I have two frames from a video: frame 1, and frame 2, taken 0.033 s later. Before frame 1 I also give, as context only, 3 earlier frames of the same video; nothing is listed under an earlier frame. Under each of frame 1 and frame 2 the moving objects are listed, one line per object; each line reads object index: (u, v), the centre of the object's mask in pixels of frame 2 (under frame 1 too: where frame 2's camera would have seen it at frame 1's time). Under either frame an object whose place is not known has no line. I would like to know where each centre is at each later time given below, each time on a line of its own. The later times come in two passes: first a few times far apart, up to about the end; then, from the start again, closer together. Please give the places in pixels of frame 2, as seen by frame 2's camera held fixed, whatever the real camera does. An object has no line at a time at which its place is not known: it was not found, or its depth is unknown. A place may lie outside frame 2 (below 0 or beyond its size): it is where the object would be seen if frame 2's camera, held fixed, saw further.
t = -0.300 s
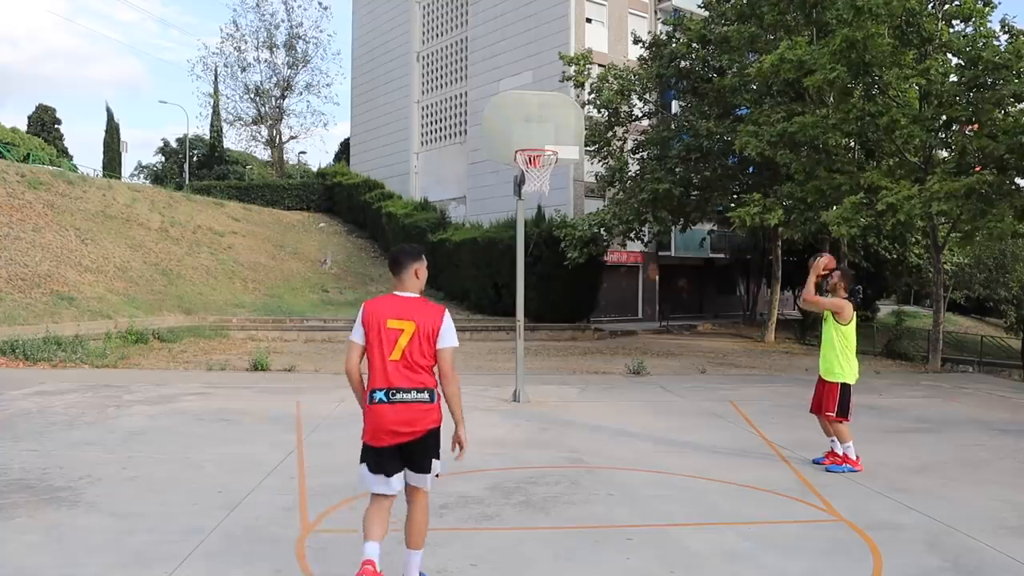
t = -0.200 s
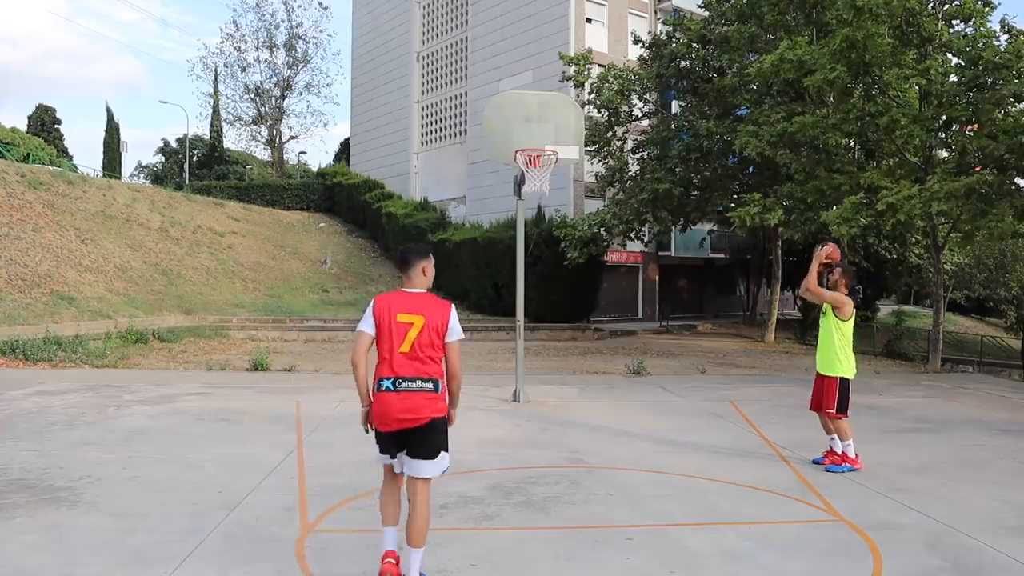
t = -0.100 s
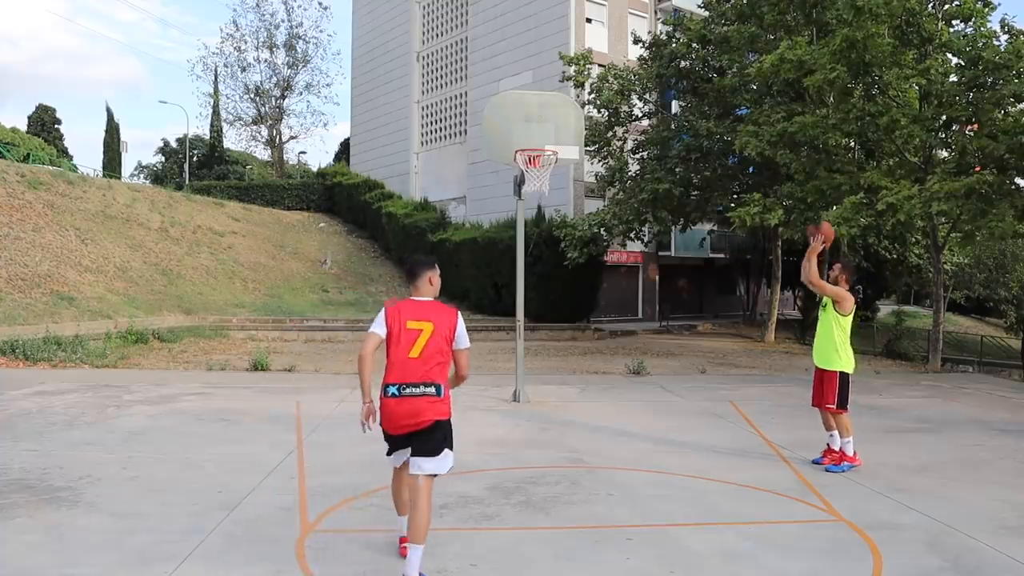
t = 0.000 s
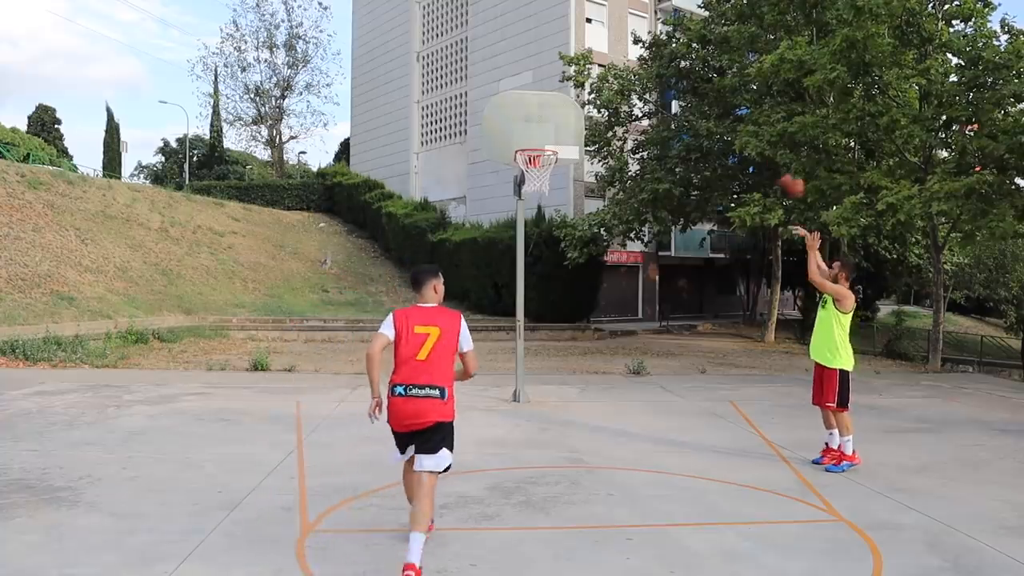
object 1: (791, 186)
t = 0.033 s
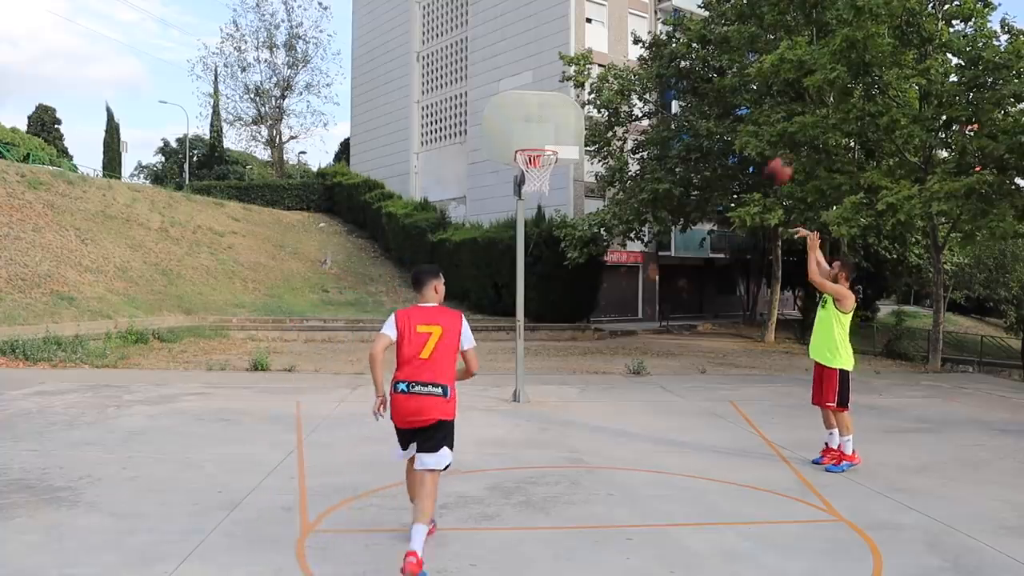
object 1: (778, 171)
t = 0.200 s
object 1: (721, 117)
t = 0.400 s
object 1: (655, 93)
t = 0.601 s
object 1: (597, 106)
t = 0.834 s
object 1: (543, 135)
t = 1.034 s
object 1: (518, 141)
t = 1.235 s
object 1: (501, 164)
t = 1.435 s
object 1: (490, 213)
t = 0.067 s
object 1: (767, 157)
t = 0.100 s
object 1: (754, 145)
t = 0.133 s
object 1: (743, 133)
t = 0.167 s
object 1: (731, 125)
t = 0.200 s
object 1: (721, 117)
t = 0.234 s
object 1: (709, 110)
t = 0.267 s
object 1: (697, 103)
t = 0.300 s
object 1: (687, 99)
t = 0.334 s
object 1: (677, 95)
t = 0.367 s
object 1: (665, 93)
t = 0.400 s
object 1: (655, 93)
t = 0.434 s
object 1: (644, 92)
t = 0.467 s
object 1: (636, 93)
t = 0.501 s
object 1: (625, 94)
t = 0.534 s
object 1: (616, 97)
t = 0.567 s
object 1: (607, 101)
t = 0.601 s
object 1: (597, 106)
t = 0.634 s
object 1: (586, 113)
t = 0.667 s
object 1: (577, 119)
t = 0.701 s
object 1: (568, 126)
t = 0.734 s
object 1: (559, 134)
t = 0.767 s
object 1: (552, 140)
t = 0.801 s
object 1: (548, 138)
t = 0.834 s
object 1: (543, 135)
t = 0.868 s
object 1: (539, 134)
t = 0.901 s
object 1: (535, 133)
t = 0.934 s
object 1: (530, 134)
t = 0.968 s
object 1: (526, 135)
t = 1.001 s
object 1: (522, 138)
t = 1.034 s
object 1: (518, 141)
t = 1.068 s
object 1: (513, 145)
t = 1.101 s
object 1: (509, 150)
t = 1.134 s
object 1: (507, 153)
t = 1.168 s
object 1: (505, 156)
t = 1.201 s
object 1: (504, 159)
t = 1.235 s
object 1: (501, 164)
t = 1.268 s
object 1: (500, 170)
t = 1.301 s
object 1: (498, 176)
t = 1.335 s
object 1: (496, 184)
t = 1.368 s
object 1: (494, 193)
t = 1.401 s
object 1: (492, 203)
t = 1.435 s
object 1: (490, 213)
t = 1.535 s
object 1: (484, 253)
